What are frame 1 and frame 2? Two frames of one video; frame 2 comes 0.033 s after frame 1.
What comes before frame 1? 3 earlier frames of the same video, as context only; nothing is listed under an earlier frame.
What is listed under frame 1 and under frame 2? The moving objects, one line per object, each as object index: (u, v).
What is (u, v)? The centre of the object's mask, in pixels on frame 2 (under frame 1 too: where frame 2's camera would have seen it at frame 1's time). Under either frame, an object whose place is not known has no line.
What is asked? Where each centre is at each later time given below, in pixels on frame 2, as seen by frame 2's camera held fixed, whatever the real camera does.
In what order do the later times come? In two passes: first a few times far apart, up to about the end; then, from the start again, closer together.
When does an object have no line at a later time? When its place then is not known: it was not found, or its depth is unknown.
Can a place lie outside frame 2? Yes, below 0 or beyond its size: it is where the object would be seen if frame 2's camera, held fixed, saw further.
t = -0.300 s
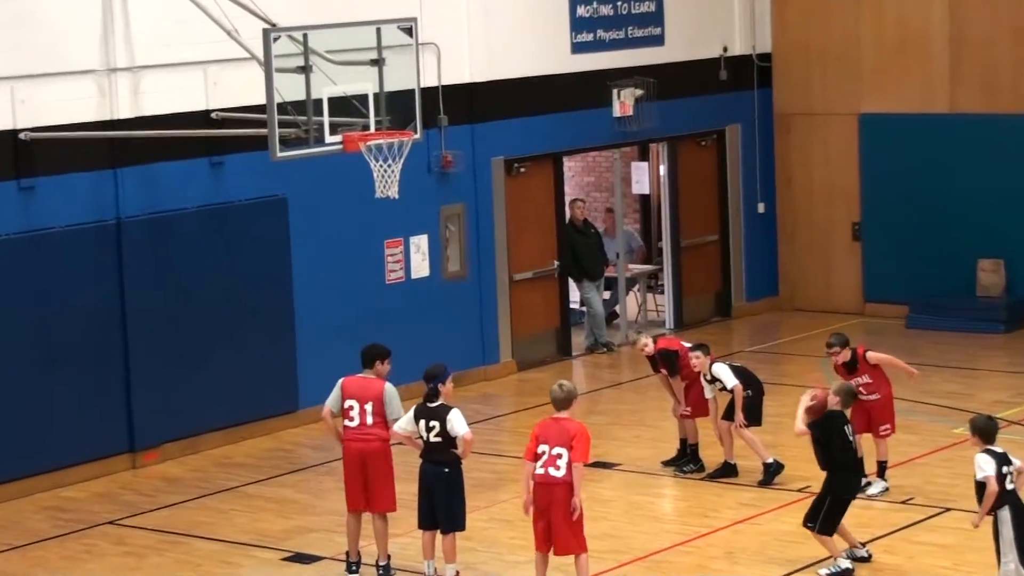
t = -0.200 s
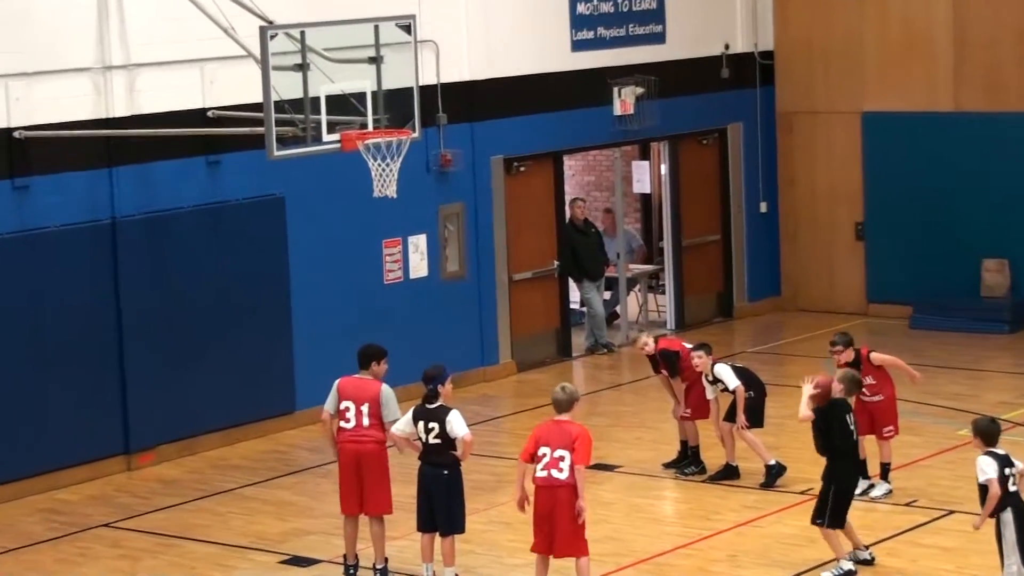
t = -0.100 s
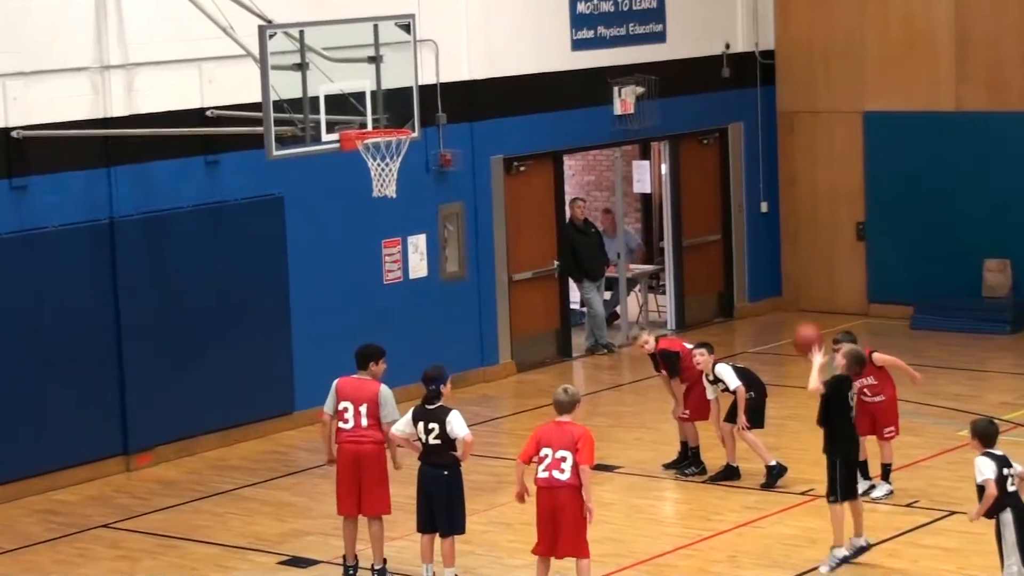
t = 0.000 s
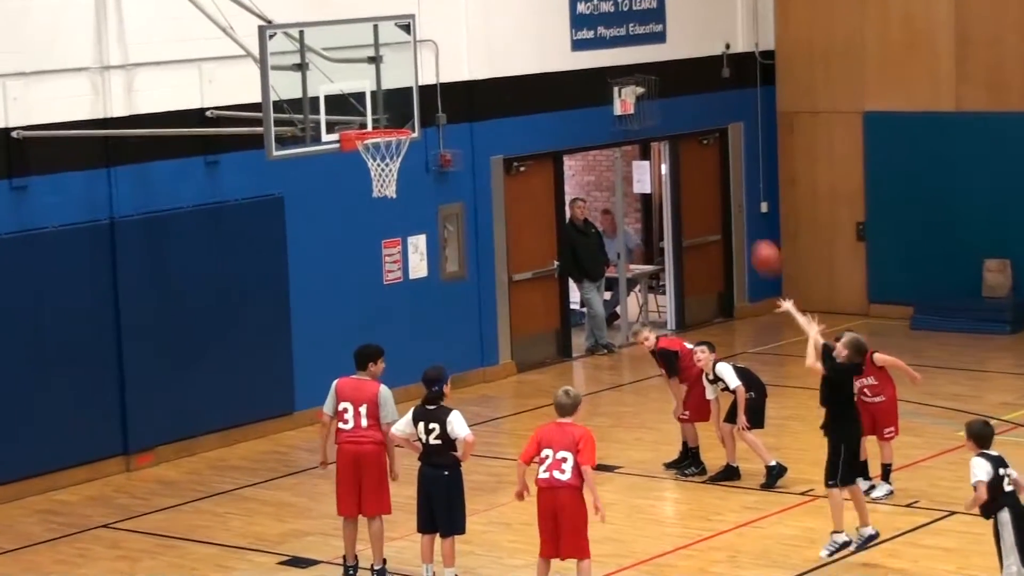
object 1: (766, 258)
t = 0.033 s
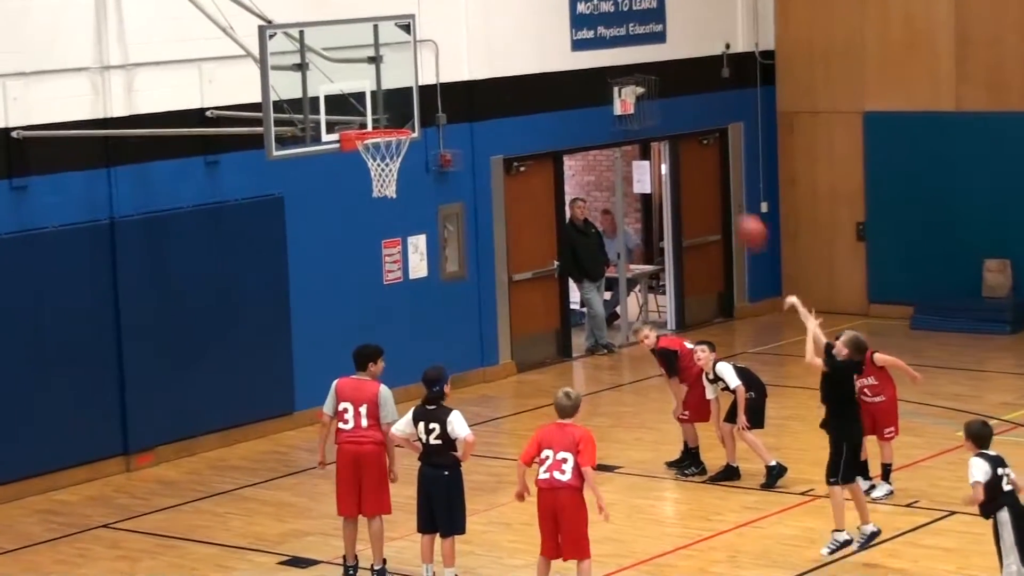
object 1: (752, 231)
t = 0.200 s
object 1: (676, 127)
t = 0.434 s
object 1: (576, 47)
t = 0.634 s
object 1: (499, 37)
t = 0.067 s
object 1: (735, 207)
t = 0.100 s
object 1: (719, 185)
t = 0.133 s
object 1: (704, 163)
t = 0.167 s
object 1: (689, 143)
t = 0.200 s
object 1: (676, 127)
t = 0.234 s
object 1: (661, 111)
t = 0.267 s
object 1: (647, 96)
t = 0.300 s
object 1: (632, 83)
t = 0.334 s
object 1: (618, 73)
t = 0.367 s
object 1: (604, 63)
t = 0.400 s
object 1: (590, 54)
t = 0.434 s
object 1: (576, 47)
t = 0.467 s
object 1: (563, 42)
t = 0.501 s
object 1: (550, 38)
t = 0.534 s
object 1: (537, 36)
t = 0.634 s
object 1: (499, 37)
